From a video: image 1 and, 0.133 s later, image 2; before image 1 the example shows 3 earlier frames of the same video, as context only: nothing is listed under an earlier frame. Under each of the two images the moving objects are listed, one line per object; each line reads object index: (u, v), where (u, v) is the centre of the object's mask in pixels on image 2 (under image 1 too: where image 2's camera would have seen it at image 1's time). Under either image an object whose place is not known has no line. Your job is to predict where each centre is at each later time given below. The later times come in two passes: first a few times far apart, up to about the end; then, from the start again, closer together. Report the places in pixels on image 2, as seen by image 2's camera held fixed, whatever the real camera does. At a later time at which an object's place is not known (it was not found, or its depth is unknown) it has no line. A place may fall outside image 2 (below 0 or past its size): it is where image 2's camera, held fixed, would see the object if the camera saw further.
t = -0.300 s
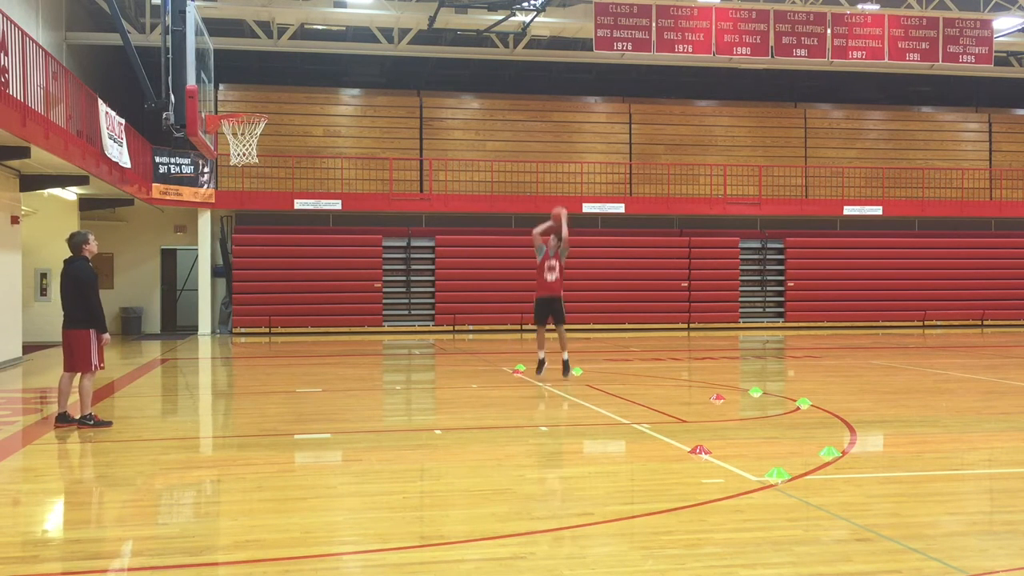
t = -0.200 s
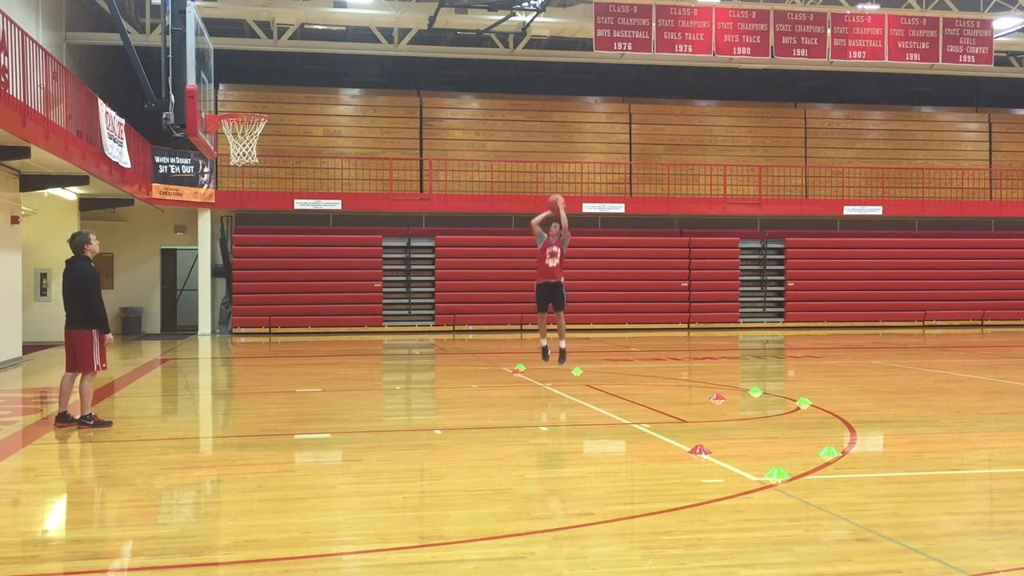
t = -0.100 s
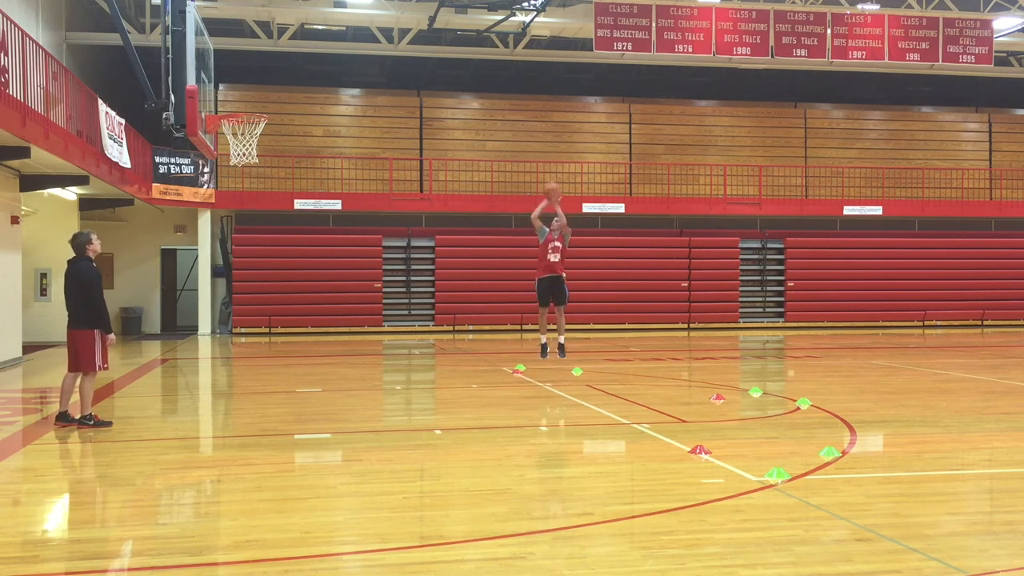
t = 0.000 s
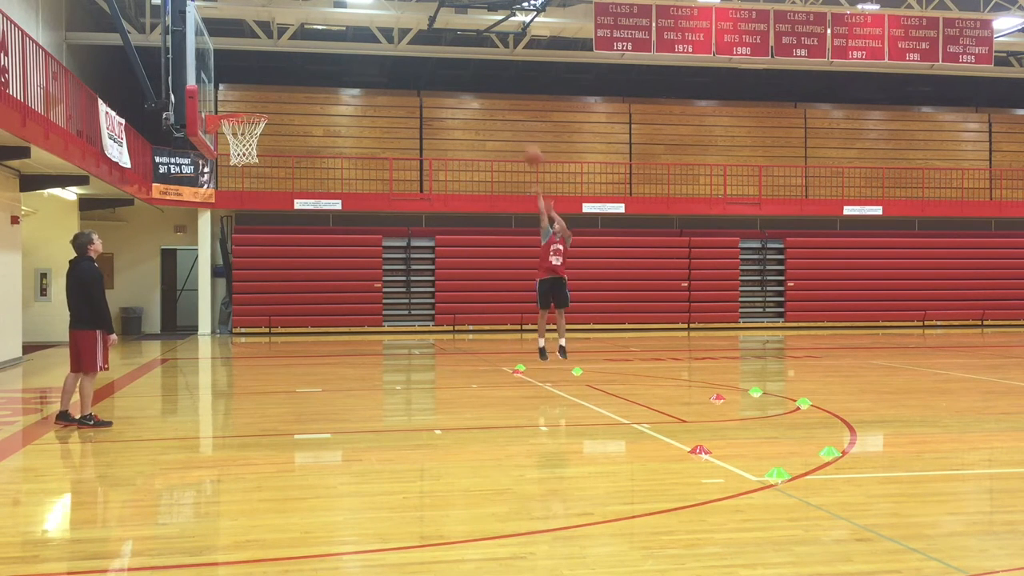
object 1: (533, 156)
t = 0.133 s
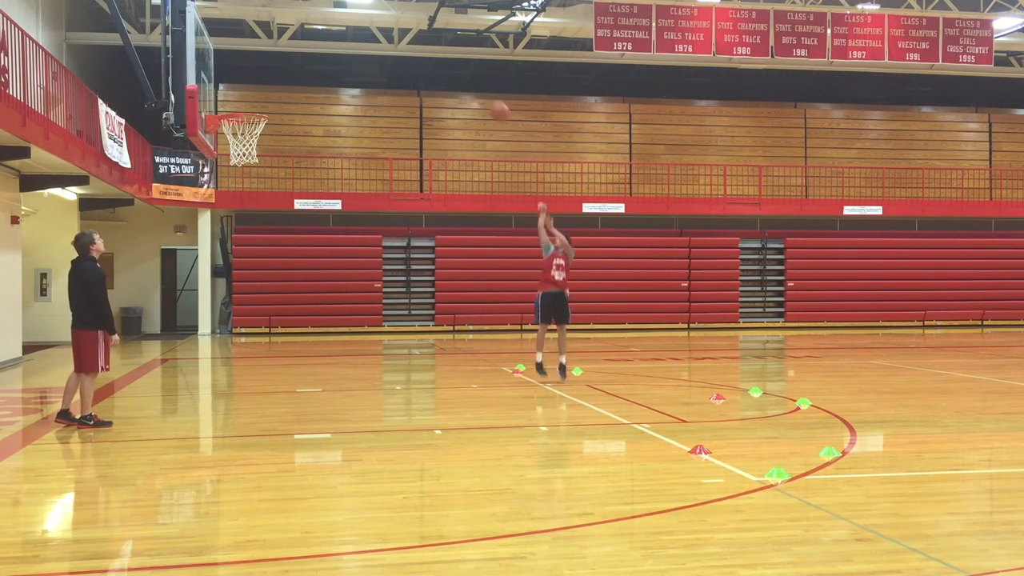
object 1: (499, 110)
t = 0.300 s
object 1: (455, 72)
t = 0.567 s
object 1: (376, 49)
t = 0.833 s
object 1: (290, 85)
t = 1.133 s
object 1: (270, 81)
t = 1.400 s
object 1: (283, 95)
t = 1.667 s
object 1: (294, 165)
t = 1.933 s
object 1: (306, 282)
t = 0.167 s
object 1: (490, 101)
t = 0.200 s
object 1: (482, 93)
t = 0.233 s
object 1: (473, 85)
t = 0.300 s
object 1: (455, 72)
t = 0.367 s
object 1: (436, 62)
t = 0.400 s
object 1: (426, 57)
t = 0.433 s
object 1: (418, 54)
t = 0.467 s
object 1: (407, 51)
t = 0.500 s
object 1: (398, 50)
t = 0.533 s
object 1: (387, 49)
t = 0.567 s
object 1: (376, 49)
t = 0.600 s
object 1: (367, 50)
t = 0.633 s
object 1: (357, 52)
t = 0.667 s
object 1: (346, 56)
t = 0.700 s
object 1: (335, 60)
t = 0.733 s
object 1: (324, 64)
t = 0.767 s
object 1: (312, 71)
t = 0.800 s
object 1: (301, 77)
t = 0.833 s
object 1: (290, 85)
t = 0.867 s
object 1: (279, 95)
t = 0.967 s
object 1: (262, 103)
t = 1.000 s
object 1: (264, 96)
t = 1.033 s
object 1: (265, 91)
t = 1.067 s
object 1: (267, 87)
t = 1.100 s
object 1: (268, 83)
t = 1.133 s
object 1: (270, 81)
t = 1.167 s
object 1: (271, 80)
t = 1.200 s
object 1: (273, 80)
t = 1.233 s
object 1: (275, 80)
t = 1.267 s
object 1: (276, 81)
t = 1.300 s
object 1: (278, 83)
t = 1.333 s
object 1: (279, 86)
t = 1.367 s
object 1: (281, 91)
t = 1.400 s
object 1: (283, 95)
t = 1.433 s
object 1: (284, 101)
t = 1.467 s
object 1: (286, 108)
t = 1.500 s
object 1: (287, 116)
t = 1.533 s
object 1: (289, 124)
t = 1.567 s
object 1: (290, 133)
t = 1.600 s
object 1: (292, 143)
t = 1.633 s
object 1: (293, 154)
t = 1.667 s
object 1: (294, 165)
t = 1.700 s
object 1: (296, 178)
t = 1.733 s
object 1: (299, 189)
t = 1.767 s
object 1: (299, 204)
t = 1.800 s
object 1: (300, 220)
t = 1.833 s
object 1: (301, 233)
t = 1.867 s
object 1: (303, 248)
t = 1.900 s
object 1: (305, 264)
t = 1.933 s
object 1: (306, 282)
